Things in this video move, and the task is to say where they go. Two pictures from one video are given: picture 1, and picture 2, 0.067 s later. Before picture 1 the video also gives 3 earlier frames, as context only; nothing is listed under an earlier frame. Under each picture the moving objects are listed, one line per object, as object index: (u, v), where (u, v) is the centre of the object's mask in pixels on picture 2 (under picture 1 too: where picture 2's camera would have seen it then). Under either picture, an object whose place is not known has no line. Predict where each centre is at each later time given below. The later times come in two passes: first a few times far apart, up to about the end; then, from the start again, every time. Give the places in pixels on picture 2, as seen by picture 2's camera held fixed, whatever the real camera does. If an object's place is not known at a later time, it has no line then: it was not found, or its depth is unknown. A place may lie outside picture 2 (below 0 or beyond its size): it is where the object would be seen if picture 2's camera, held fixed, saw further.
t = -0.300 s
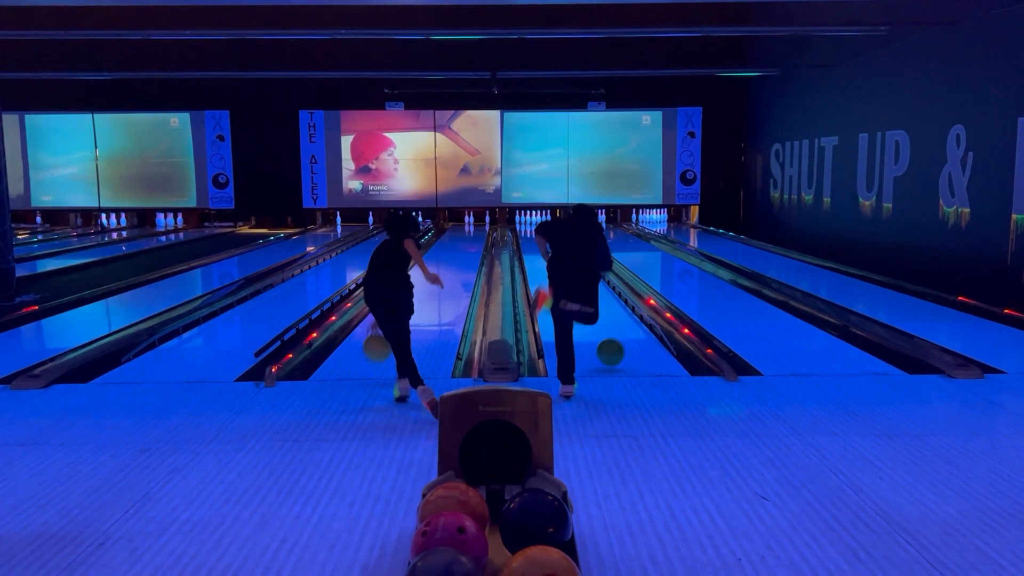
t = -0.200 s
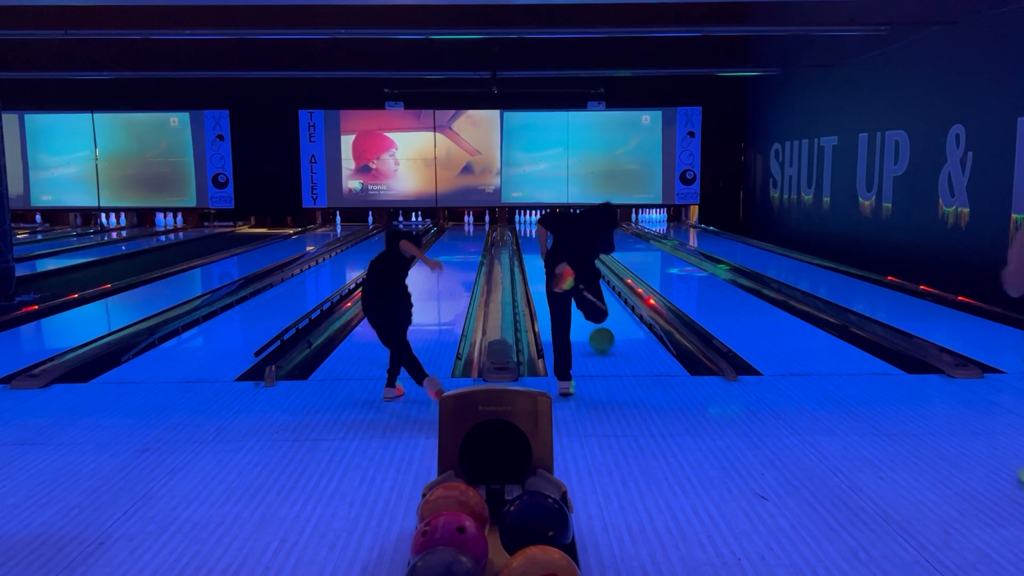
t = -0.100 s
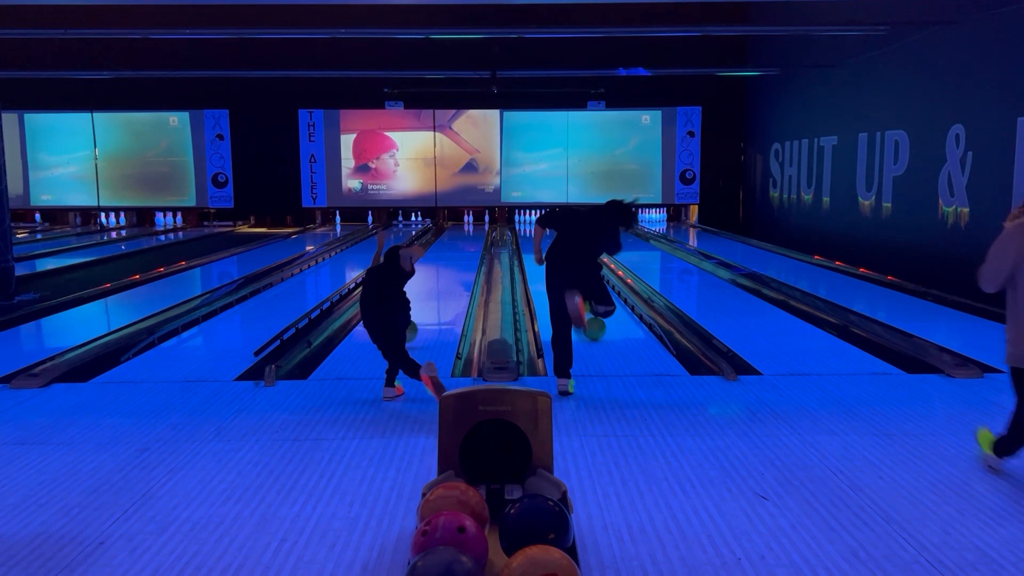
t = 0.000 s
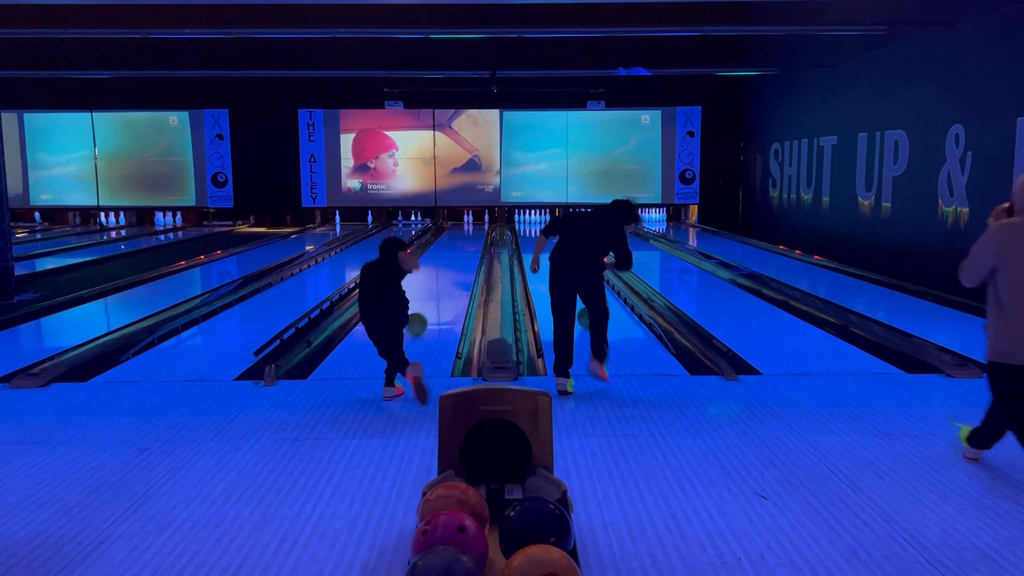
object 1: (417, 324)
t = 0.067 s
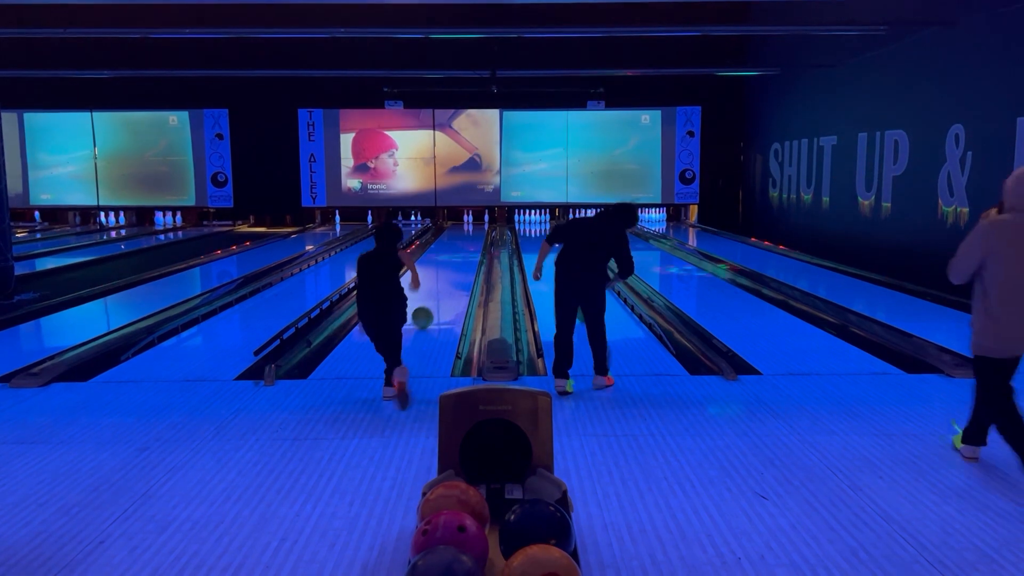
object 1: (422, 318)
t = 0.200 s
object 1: (433, 306)
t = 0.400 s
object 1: (447, 291)
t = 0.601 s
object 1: (456, 279)
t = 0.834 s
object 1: (466, 268)
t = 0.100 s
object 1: (425, 314)
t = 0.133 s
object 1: (428, 311)
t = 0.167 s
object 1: (431, 308)
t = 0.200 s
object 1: (433, 306)
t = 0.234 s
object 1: (436, 303)
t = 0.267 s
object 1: (438, 300)
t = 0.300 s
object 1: (440, 298)
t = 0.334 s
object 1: (442, 296)
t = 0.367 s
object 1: (444, 293)
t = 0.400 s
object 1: (447, 291)
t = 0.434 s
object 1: (448, 289)
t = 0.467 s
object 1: (450, 287)
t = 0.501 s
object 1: (452, 285)
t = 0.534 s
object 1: (454, 283)
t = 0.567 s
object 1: (455, 281)
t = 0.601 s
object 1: (456, 279)
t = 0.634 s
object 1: (458, 278)
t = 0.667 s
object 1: (459, 276)
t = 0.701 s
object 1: (461, 274)
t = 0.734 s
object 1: (462, 273)
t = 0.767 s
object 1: (463, 271)
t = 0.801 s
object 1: (465, 270)
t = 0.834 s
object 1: (466, 268)
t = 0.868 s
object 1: (467, 267)
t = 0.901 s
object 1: (468, 266)
